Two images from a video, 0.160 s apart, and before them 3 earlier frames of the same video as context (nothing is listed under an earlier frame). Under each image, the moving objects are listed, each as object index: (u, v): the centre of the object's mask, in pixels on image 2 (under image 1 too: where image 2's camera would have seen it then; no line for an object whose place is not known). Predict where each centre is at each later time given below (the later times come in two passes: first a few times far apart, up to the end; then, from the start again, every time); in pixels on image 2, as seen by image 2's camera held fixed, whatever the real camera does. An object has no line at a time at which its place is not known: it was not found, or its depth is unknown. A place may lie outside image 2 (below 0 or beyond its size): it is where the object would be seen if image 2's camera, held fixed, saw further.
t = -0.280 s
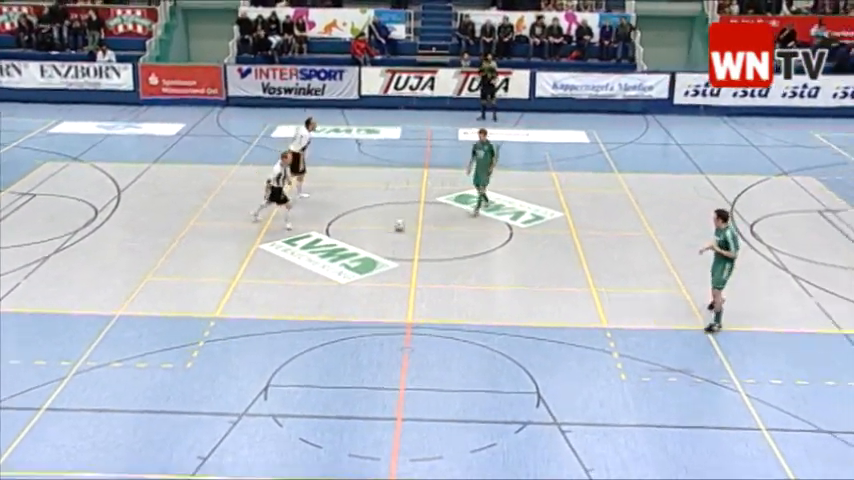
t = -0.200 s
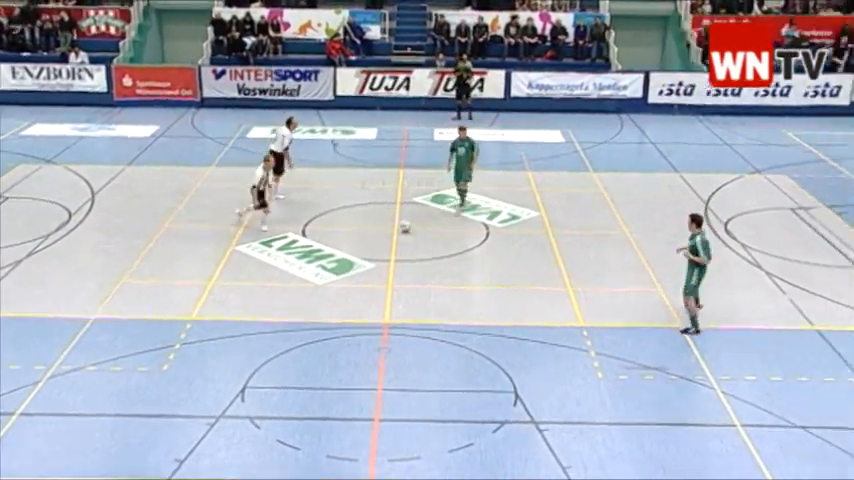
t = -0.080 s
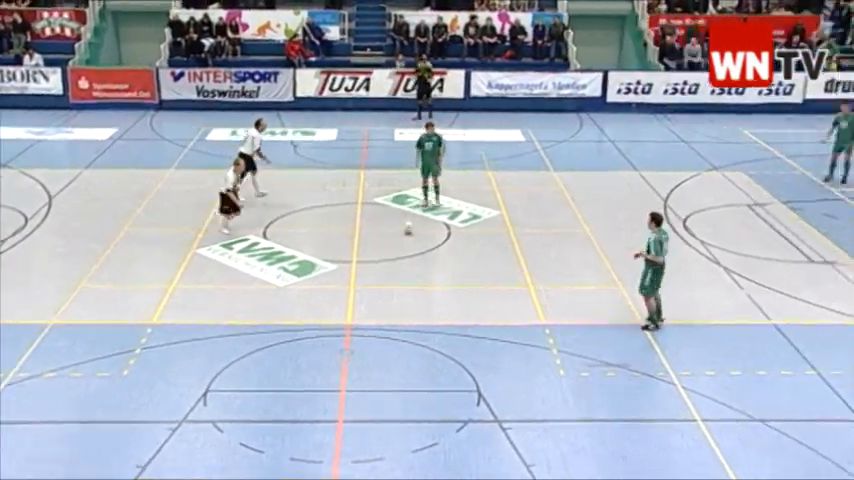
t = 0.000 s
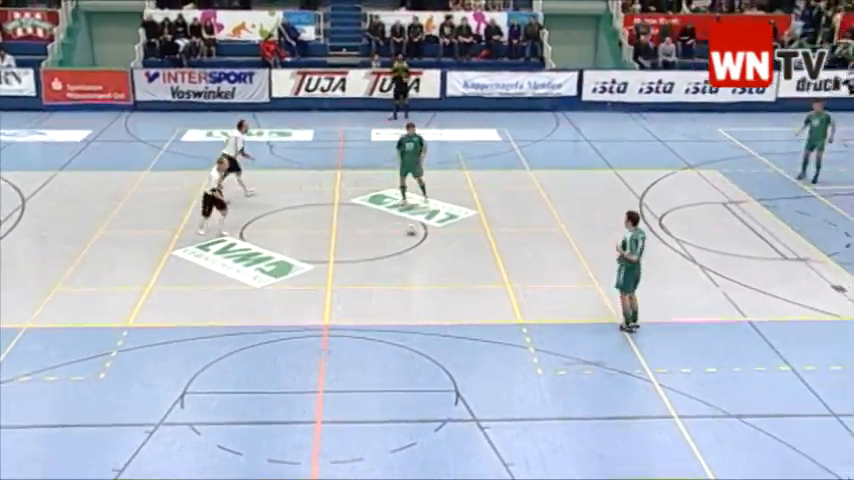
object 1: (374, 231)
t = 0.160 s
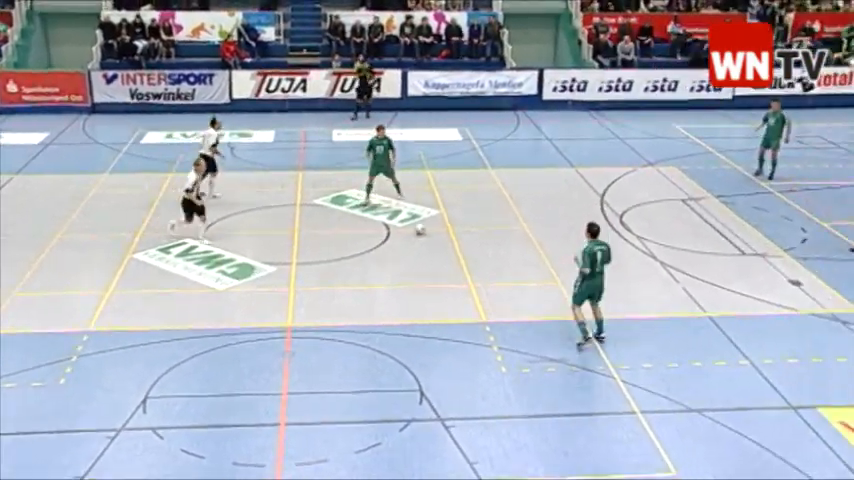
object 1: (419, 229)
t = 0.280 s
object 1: (451, 229)
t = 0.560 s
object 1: (525, 228)
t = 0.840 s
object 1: (597, 228)
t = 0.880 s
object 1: (607, 228)
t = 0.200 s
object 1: (430, 230)
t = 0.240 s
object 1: (441, 229)
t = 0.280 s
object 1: (451, 229)
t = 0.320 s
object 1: (462, 230)
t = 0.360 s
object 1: (473, 229)
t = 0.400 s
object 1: (484, 228)
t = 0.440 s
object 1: (495, 229)
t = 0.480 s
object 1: (505, 230)
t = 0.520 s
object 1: (515, 228)
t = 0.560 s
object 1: (525, 228)
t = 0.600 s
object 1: (535, 229)
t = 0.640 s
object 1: (547, 228)
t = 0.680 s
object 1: (556, 229)
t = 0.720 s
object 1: (567, 228)
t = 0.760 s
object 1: (577, 228)
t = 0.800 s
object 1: (587, 228)
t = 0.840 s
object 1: (597, 228)
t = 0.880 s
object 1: (607, 228)
